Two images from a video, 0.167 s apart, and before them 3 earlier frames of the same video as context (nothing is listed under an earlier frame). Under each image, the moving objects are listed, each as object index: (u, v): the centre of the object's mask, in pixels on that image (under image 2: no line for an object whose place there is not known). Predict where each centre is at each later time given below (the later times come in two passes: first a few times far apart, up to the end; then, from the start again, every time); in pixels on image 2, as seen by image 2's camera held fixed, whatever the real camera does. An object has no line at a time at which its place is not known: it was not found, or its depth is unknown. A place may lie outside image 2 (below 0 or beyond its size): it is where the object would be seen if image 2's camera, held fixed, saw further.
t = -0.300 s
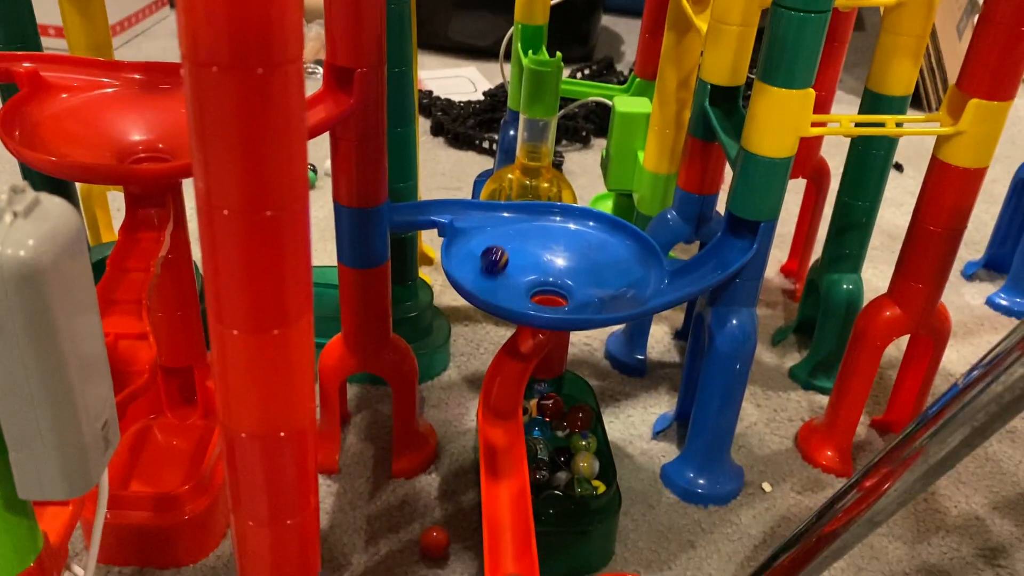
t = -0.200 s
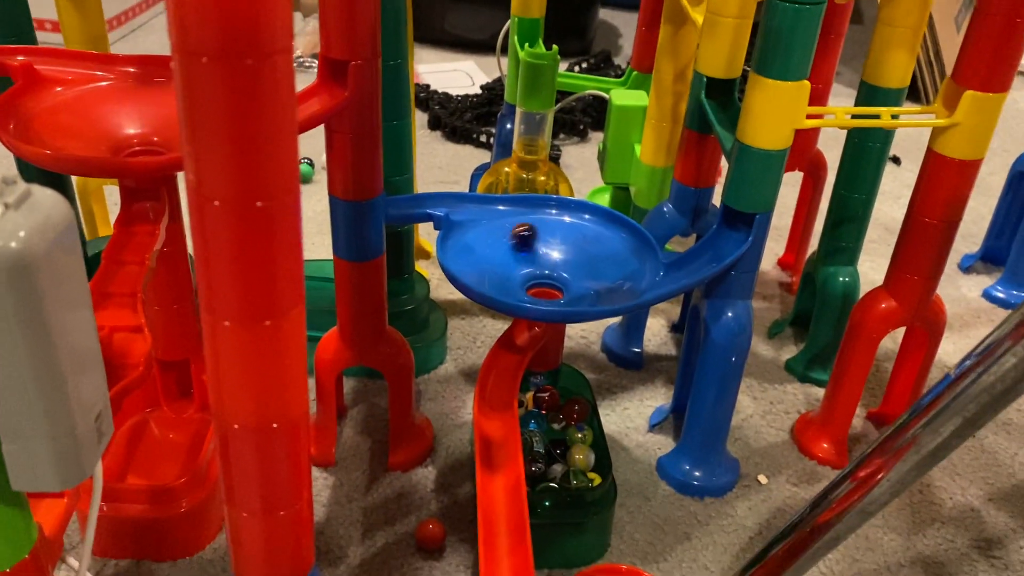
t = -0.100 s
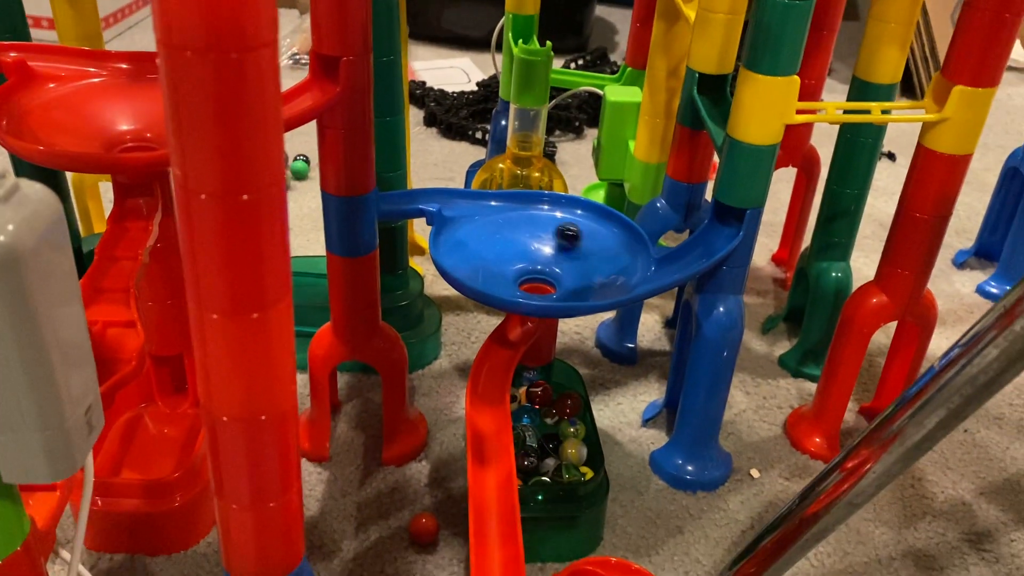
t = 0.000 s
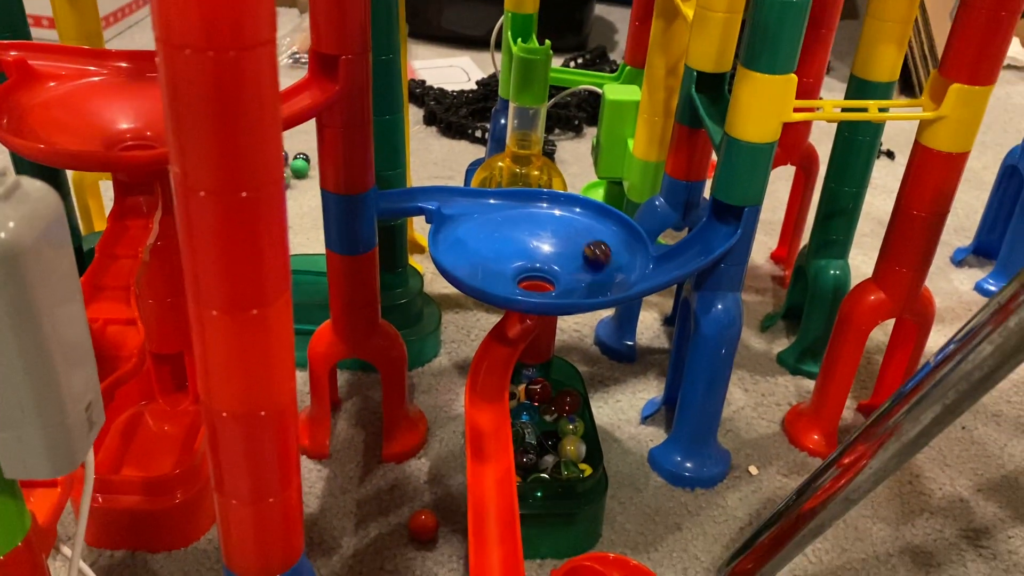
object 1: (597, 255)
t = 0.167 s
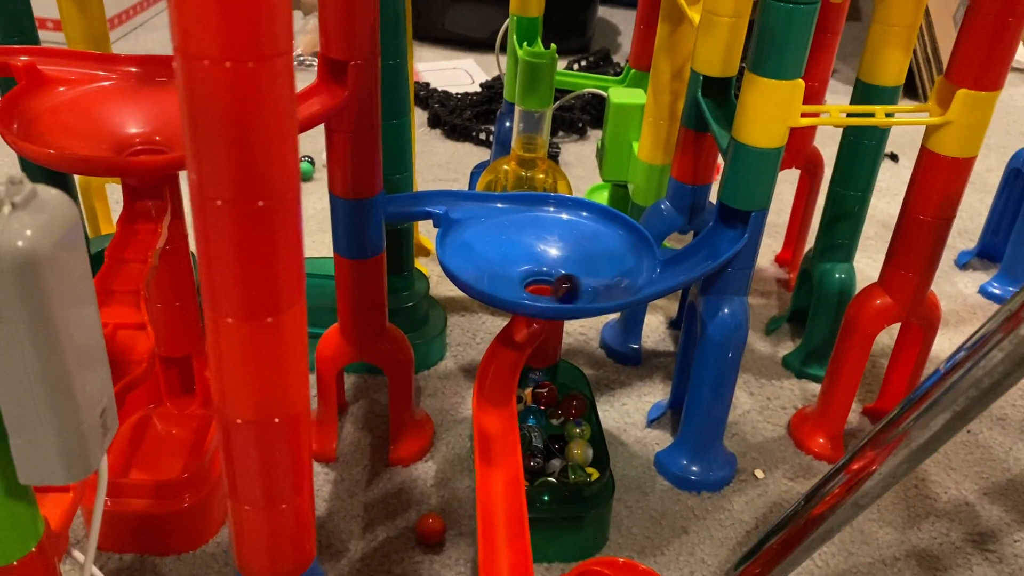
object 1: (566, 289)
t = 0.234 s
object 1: (533, 286)
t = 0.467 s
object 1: (521, 234)
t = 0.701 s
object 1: (592, 267)
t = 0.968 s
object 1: (494, 266)
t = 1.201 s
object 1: (564, 246)
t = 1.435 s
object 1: (559, 288)
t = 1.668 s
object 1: (517, 246)
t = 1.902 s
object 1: (587, 268)
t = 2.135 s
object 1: (502, 265)
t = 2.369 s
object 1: (569, 255)
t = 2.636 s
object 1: (517, 278)
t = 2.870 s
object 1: (569, 252)
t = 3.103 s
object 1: (530, 282)
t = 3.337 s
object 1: (552, 248)
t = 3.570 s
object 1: (530, 282)
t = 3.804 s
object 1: (561, 257)
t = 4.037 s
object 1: (527, 278)
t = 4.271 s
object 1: (565, 262)
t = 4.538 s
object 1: (520, 260)
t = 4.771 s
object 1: (543, 283)
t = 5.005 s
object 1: (559, 276)
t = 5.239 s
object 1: (538, 283)
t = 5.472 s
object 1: (551, 282)
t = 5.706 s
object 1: (539, 274)
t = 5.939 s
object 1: (536, 283)
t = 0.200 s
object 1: (548, 289)
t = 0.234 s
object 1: (533, 286)
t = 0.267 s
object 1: (517, 281)
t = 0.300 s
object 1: (504, 273)
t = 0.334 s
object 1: (497, 265)
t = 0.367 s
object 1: (496, 255)
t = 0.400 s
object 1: (500, 247)
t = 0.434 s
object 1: (509, 239)
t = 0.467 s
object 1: (521, 234)
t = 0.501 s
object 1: (535, 232)
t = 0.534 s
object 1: (550, 232)
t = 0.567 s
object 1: (563, 235)
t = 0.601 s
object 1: (575, 241)
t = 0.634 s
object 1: (586, 248)
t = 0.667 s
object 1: (591, 258)
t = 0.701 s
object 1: (592, 267)
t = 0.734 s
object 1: (587, 276)
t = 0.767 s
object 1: (576, 283)
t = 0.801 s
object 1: (562, 287)
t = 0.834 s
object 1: (545, 287)
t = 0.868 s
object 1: (528, 284)
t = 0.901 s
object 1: (513, 280)
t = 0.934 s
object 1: (501, 273)
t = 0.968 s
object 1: (494, 266)
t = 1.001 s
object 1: (492, 258)
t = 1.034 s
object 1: (496, 250)
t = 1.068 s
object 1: (504, 245)
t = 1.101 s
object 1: (517, 241)
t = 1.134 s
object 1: (532, 240)
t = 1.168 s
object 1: (548, 242)
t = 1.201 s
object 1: (564, 246)
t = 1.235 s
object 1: (578, 252)
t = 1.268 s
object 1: (587, 260)
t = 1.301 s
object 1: (591, 268)
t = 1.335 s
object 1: (590, 275)
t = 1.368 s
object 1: (583, 281)
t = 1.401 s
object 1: (572, 286)
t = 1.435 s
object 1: (559, 288)
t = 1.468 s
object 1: (542, 287)
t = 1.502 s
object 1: (528, 283)
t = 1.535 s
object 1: (515, 278)
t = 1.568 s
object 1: (507, 270)
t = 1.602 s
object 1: (504, 262)
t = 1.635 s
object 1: (508, 254)
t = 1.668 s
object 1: (517, 246)
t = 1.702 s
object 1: (530, 242)
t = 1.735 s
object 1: (545, 240)
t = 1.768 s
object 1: (559, 241)
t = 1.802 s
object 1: (571, 245)
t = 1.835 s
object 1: (581, 251)
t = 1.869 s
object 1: (587, 260)
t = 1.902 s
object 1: (587, 268)
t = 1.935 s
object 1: (581, 276)
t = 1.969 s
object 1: (569, 282)
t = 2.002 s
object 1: (554, 286)
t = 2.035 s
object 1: (537, 284)
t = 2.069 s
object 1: (521, 279)
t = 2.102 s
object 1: (509, 273)
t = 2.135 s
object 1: (502, 265)
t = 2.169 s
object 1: (501, 258)
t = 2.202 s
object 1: (505, 251)
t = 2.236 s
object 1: (513, 246)
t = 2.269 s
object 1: (526, 244)
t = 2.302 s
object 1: (540, 245)
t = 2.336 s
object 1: (556, 248)
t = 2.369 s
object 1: (569, 255)
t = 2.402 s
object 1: (579, 263)
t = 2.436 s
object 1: (581, 271)
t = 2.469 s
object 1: (578, 277)
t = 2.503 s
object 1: (568, 283)
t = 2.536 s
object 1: (557, 286)
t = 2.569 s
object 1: (543, 286)
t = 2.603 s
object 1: (530, 283)
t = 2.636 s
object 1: (517, 278)
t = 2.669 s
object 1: (510, 271)
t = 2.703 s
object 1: (510, 263)
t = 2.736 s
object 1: (515, 256)
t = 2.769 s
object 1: (526, 251)
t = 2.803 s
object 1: (540, 248)
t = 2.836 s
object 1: (557, 248)
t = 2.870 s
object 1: (569, 252)
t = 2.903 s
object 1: (578, 257)
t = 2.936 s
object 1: (583, 264)
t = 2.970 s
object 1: (582, 271)
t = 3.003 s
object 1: (575, 277)
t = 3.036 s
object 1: (563, 283)
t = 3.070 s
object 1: (548, 285)
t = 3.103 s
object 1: (530, 282)
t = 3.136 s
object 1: (517, 274)
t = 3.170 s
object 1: (510, 267)
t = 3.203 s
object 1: (509, 259)
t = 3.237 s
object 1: (515, 253)
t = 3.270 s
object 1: (524, 248)
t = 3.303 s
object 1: (537, 248)
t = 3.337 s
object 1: (552, 248)
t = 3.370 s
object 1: (563, 256)
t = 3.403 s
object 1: (571, 263)
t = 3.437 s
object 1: (573, 272)
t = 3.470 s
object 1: (567, 278)
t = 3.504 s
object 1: (557, 283)
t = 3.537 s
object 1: (544, 285)
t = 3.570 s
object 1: (530, 282)
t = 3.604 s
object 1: (519, 277)
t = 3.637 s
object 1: (512, 271)
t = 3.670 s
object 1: (512, 265)
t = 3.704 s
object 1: (518, 259)
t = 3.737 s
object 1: (530, 256)
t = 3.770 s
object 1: (545, 255)
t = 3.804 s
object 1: (561, 257)
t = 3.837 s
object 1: (571, 262)
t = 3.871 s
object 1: (576, 268)
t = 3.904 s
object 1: (574, 273)
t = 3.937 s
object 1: (567, 279)
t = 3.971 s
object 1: (554, 282)
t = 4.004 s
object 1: (540, 284)
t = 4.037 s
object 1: (527, 278)
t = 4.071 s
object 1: (518, 270)
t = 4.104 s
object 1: (517, 262)
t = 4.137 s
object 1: (524, 255)
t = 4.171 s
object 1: (534, 252)
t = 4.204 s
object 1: (546, 252)
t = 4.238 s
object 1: (558, 256)
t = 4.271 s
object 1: (565, 262)
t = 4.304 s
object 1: (568, 270)
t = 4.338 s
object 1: (563, 277)
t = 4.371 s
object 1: (551, 282)
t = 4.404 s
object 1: (536, 281)
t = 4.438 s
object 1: (525, 277)
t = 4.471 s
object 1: (516, 271)
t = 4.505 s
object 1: (515, 265)
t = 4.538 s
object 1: (520, 260)
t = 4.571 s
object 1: (532, 260)
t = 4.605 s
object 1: (546, 261)
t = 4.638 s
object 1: (560, 264)
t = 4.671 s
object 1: (564, 271)
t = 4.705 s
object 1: (563, 277)
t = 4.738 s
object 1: (555, 281)
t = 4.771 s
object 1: (543, 283)
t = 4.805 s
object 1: (533, 280)
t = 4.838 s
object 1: (524, 275)
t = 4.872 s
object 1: (521, 269)
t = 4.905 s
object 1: (529, 264)
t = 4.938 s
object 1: (544, 264)
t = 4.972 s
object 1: (557, 270)
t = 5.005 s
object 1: (559, 276)
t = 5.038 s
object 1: (552, 280)
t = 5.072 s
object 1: (538, 281)
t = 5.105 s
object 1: (528, 276)
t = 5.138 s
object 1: (533, 273)
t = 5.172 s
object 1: (551, 274)
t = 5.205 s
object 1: (550, 282)
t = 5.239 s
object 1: (538, 283)
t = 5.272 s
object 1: (529, 275)
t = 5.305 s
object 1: (544, 268)
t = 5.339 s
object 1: (551, 280)
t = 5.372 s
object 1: (538, 283)
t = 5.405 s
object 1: (531, 277)
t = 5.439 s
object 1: (548, 273)
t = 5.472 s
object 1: (551, 282)
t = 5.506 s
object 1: (536, 282)
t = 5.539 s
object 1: (532, 276)
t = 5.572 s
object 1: (548, 276)
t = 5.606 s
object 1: (550, 283)
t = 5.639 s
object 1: (540, 283)
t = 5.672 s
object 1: (531, 278)
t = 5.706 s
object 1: (539, 274)
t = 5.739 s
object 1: (552, 279)
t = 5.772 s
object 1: (547, 284)
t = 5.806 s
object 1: (536, 282)
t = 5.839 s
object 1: (533, 278)
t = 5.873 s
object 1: (547, 278)
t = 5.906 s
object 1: (547, 284)
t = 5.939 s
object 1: (536, 283)
